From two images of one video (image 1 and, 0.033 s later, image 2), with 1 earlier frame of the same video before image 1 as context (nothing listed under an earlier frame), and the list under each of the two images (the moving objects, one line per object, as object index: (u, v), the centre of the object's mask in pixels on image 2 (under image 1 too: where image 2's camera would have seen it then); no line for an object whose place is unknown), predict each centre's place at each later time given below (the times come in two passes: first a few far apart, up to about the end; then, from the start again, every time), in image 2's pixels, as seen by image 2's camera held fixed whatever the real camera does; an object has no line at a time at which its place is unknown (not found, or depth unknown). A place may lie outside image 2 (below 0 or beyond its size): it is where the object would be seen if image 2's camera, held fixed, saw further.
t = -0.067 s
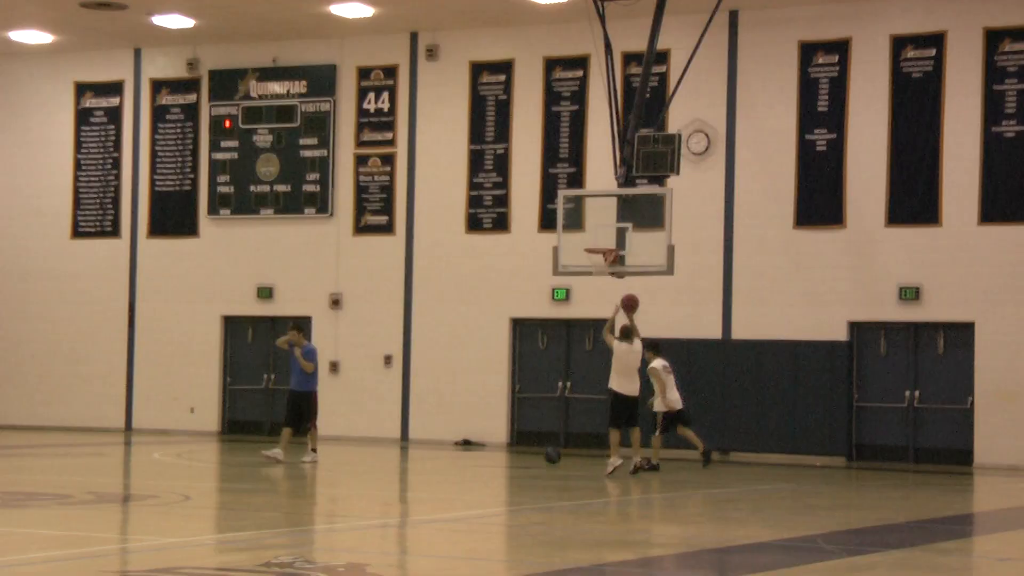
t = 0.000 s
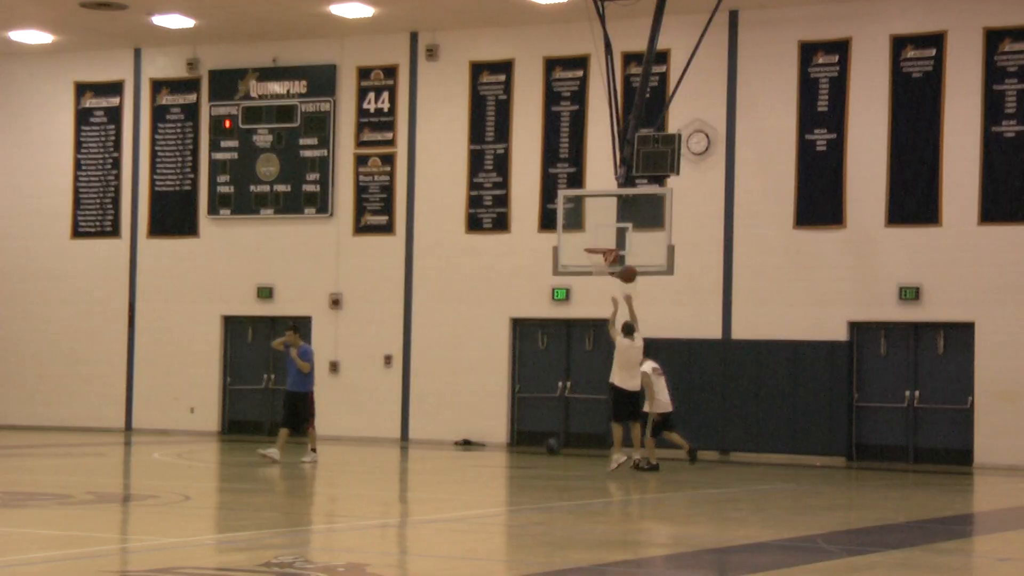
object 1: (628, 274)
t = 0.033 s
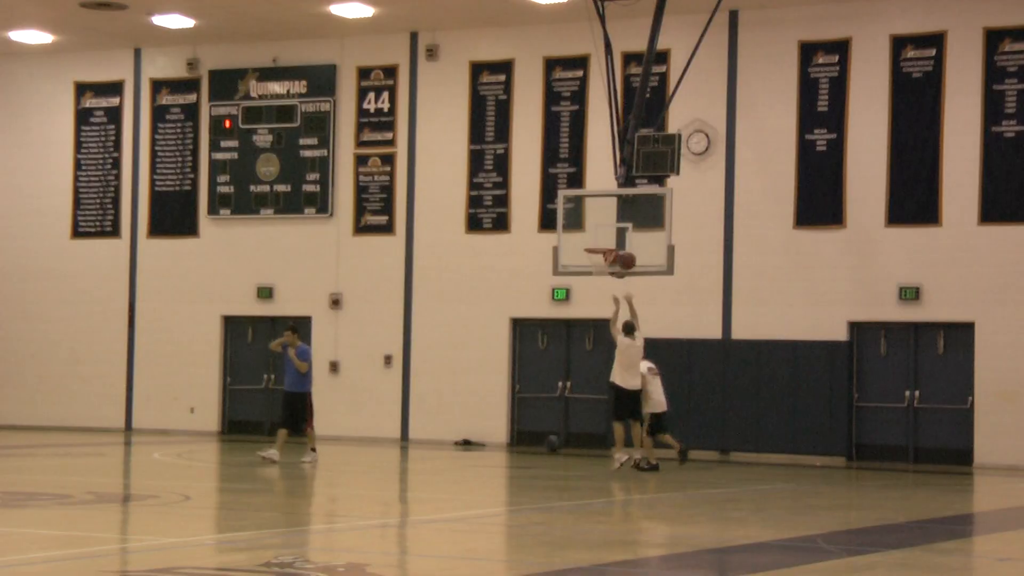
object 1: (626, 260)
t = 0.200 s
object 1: (621, 209)
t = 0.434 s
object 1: (613, 176)
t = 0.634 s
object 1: (607, 178)
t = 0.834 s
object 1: (600, 209)
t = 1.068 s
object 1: (595, 260)
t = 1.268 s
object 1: (605, 266)
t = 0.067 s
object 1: (626, 249)
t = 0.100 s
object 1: (624, 237)
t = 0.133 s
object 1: (623, 227)
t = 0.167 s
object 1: (622, 219)
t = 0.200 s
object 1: (621, 209)
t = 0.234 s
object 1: (621, 203)
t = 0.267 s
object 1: (619, 196)
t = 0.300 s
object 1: (618, 190)
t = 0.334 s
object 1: (617, 185)
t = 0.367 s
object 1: (615, 181)
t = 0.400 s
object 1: (615, 178)
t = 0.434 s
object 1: (613, 176)
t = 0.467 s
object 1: (612, 174)
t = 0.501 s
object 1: (611, 174)
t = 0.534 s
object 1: (610, 174)
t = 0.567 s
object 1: (609, 174)
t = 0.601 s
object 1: (608, 176)
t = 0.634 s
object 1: (607, 178)
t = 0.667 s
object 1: (606, 181)
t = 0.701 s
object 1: (605, 185)
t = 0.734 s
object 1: (603, 189)
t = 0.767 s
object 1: (602, 195)
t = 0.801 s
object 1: (601, 202)
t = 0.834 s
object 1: (600, 209)
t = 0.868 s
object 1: (599, 216)
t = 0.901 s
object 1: (598, 224)
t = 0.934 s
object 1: (596, 233)
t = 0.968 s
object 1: (595, 241)
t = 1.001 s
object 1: (595, 248)
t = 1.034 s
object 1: (595, 256)
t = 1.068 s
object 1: (595, 260)
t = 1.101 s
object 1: (598, 261)
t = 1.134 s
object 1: (601, 263)
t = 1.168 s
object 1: (602, 263)
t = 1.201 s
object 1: (604, 264)
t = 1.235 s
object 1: (605, 265)
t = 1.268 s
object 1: (605, 266)
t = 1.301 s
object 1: (605, 266)
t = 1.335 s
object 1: (604, 266)
